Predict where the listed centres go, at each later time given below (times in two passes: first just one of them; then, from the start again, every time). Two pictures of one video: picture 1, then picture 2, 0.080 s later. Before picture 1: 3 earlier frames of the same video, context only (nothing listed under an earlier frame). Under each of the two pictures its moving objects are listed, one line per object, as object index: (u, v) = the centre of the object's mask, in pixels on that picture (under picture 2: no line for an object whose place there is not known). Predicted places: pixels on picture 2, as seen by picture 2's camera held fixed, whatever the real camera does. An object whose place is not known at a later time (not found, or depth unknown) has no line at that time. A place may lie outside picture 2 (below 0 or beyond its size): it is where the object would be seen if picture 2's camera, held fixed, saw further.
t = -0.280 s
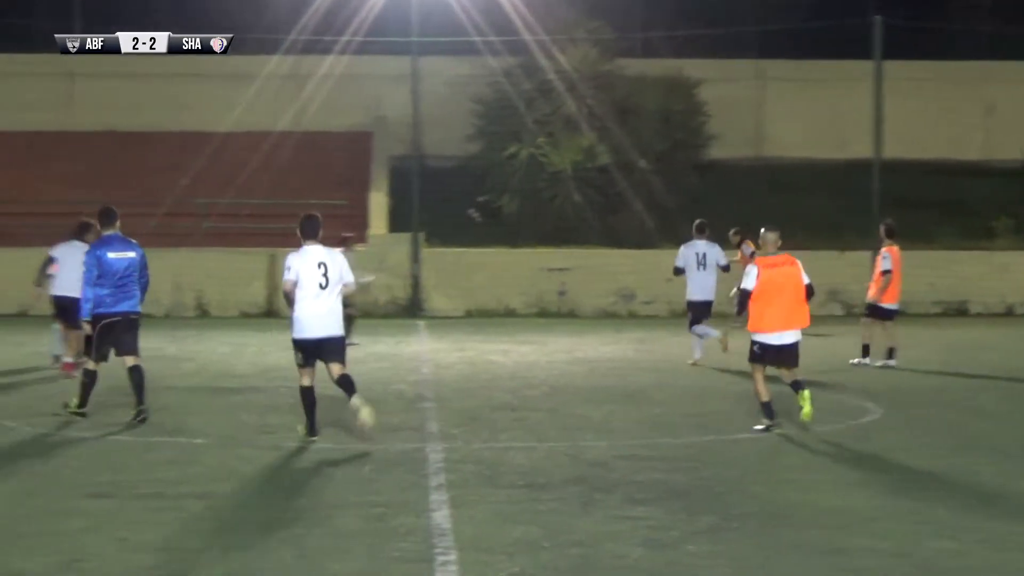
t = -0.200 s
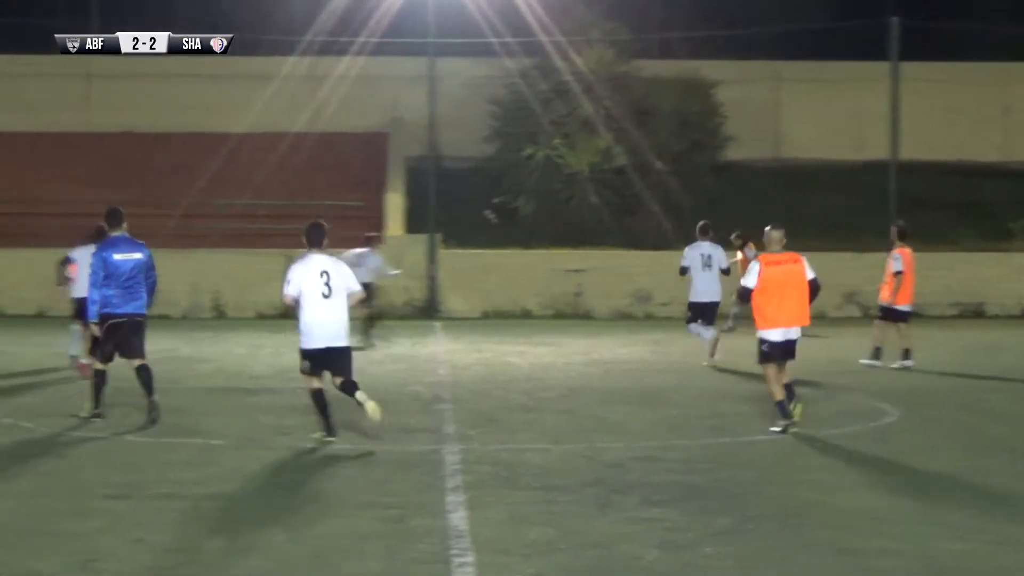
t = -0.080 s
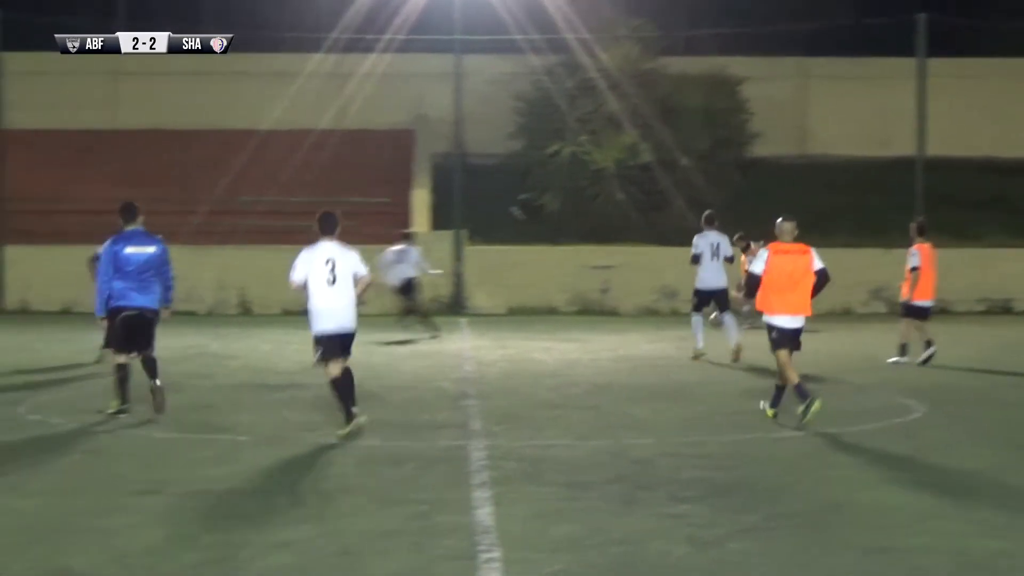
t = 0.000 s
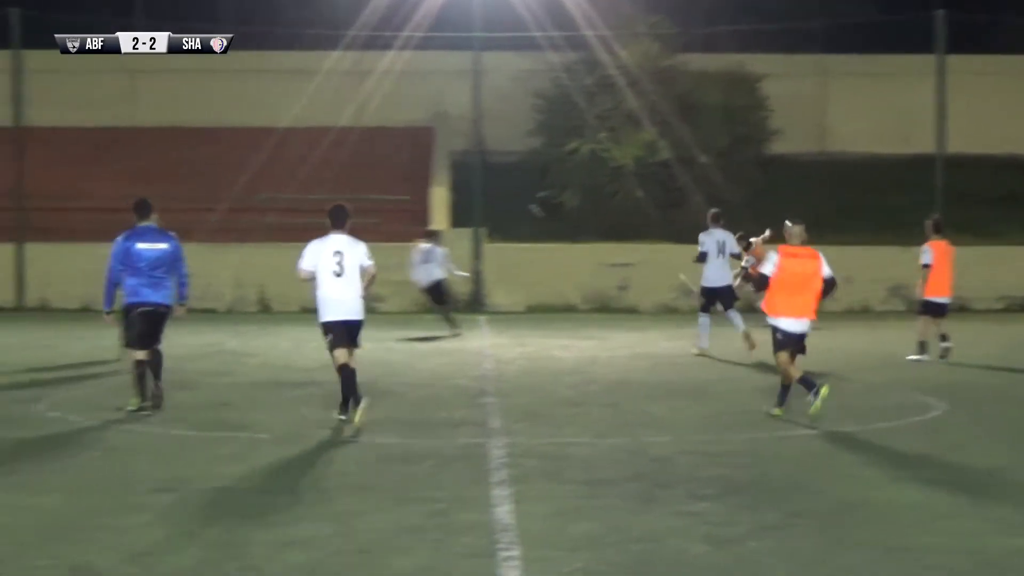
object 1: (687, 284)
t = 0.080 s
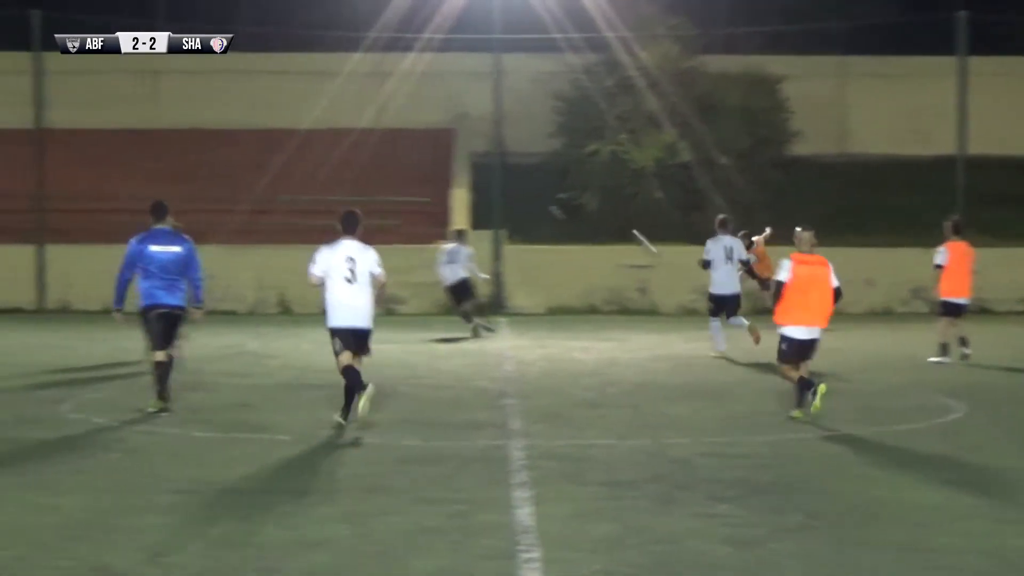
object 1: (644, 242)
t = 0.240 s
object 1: (516, 158)
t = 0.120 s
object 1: (612, 223)
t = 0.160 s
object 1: (580, 202)
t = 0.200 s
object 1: (548, 183)
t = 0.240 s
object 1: (516, 158)
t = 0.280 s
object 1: (485, 140)
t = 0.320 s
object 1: (453, 122)
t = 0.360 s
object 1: (423, 106)
